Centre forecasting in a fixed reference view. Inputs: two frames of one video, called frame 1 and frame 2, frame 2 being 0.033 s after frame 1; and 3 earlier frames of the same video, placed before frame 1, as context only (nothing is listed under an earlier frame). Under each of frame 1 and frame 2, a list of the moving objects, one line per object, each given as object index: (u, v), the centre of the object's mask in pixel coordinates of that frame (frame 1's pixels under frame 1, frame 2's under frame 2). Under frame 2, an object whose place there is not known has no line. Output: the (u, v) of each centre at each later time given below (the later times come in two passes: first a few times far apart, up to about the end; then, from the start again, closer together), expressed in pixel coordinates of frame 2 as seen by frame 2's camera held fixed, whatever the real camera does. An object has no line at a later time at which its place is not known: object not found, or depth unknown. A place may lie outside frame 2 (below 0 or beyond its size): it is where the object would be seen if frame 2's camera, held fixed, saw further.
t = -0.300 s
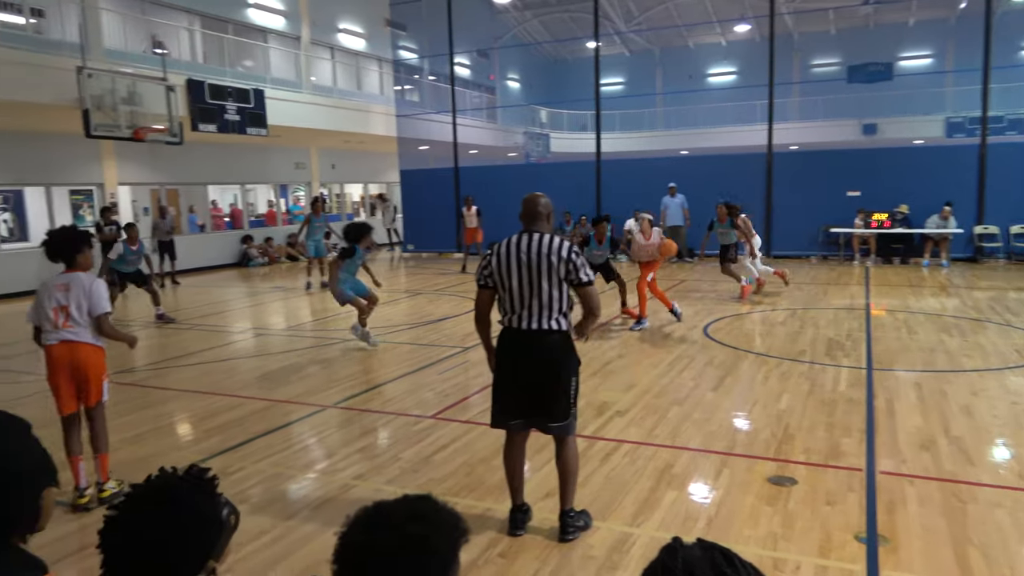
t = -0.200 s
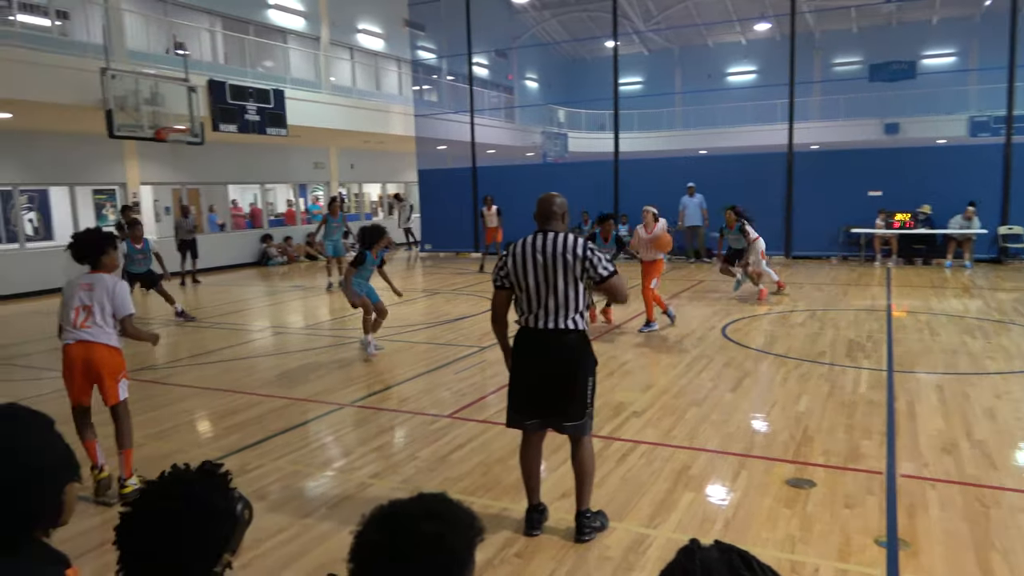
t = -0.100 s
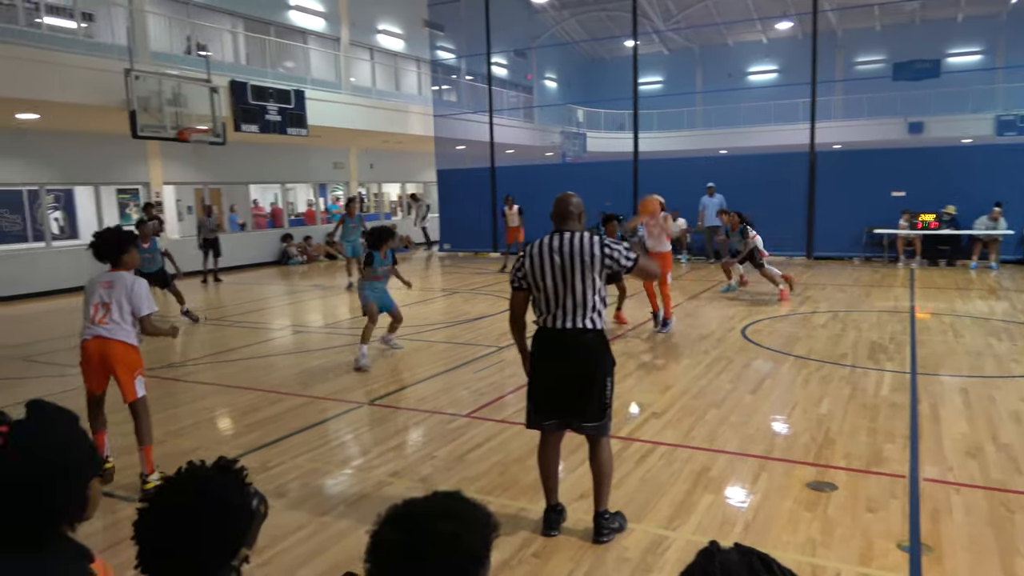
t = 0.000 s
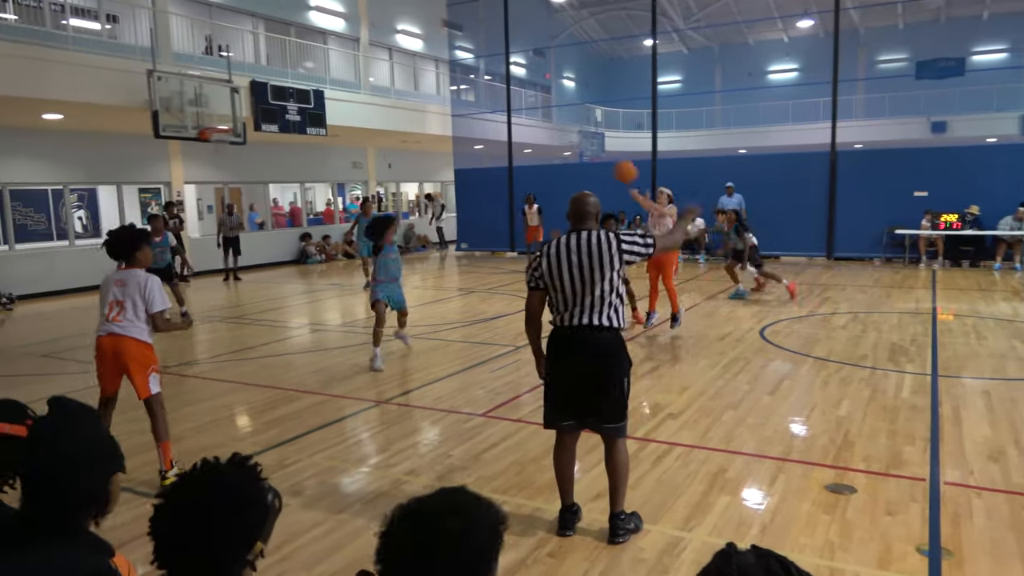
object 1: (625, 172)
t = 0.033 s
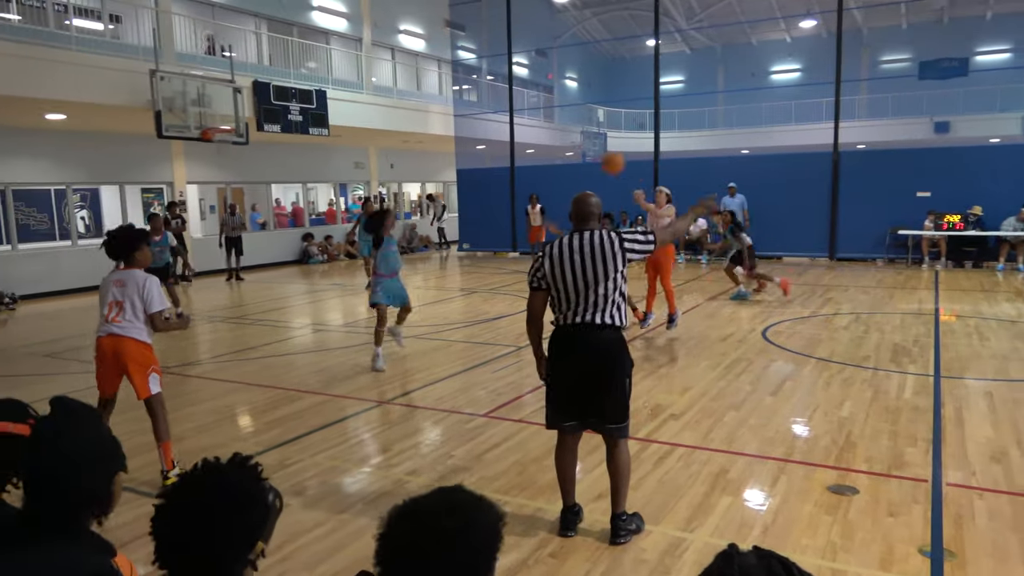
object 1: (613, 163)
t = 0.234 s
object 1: (505, 116)
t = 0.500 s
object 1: (311, 111)
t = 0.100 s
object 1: (579, 143)
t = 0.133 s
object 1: (562, 136)
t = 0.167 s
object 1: (543, 128)
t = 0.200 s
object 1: (525, 121)
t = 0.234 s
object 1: (505, 116)
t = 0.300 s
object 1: (462, 107)
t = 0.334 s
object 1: (439, 105)
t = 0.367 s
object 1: (416, 103)
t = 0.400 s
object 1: (391, 103)
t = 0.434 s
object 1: (366, 104)
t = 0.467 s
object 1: (338, 107)
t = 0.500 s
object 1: (311, 111)
